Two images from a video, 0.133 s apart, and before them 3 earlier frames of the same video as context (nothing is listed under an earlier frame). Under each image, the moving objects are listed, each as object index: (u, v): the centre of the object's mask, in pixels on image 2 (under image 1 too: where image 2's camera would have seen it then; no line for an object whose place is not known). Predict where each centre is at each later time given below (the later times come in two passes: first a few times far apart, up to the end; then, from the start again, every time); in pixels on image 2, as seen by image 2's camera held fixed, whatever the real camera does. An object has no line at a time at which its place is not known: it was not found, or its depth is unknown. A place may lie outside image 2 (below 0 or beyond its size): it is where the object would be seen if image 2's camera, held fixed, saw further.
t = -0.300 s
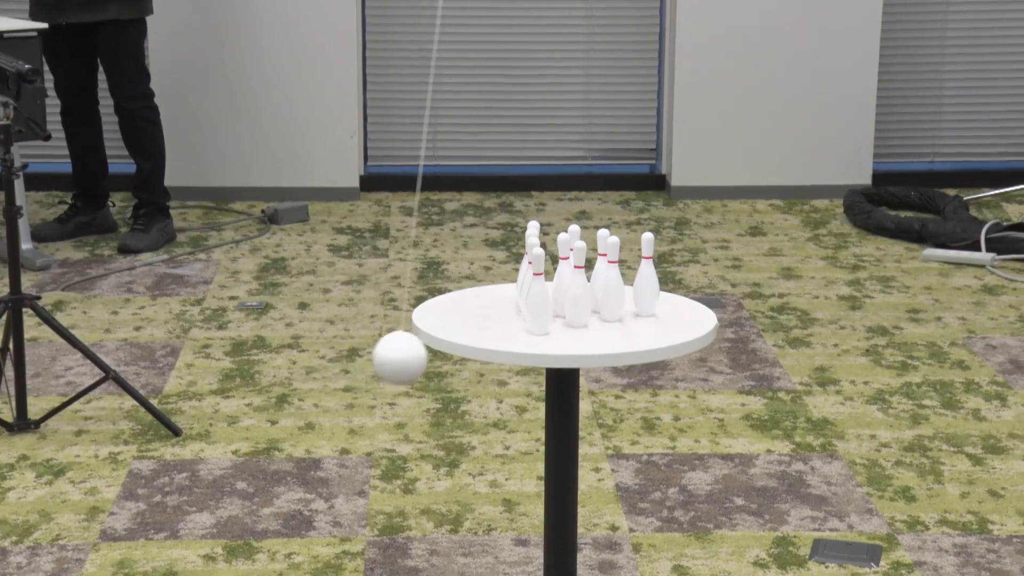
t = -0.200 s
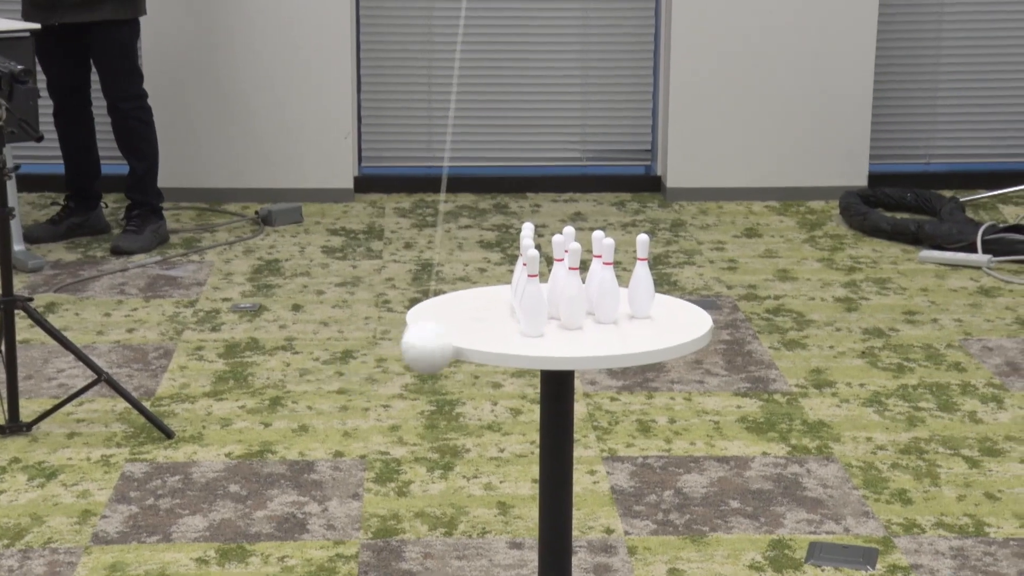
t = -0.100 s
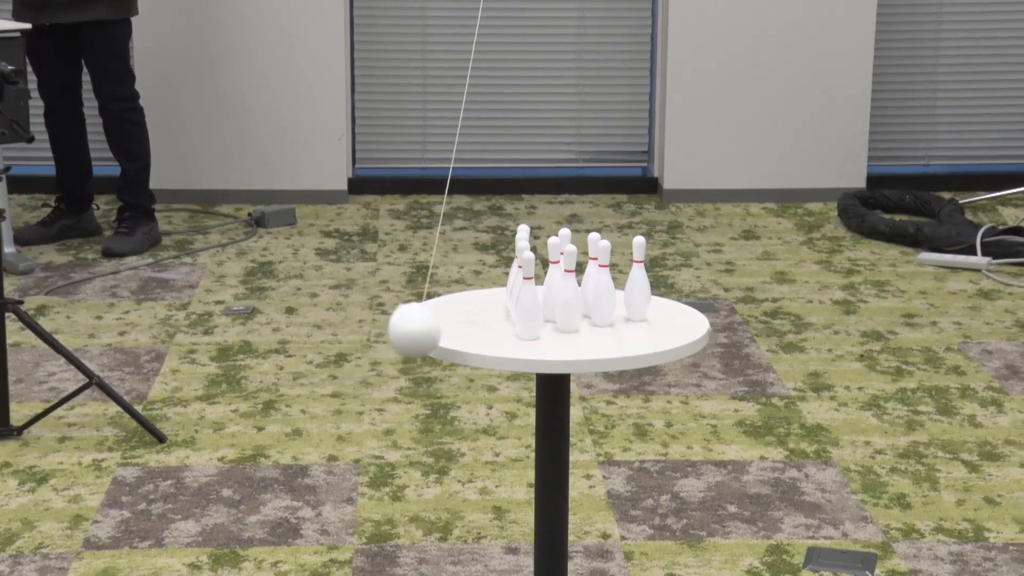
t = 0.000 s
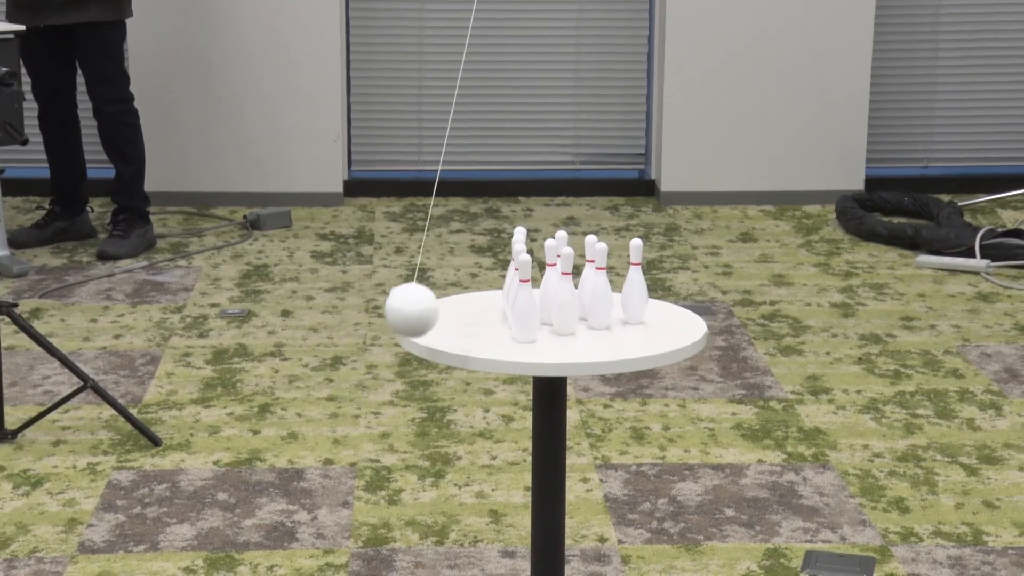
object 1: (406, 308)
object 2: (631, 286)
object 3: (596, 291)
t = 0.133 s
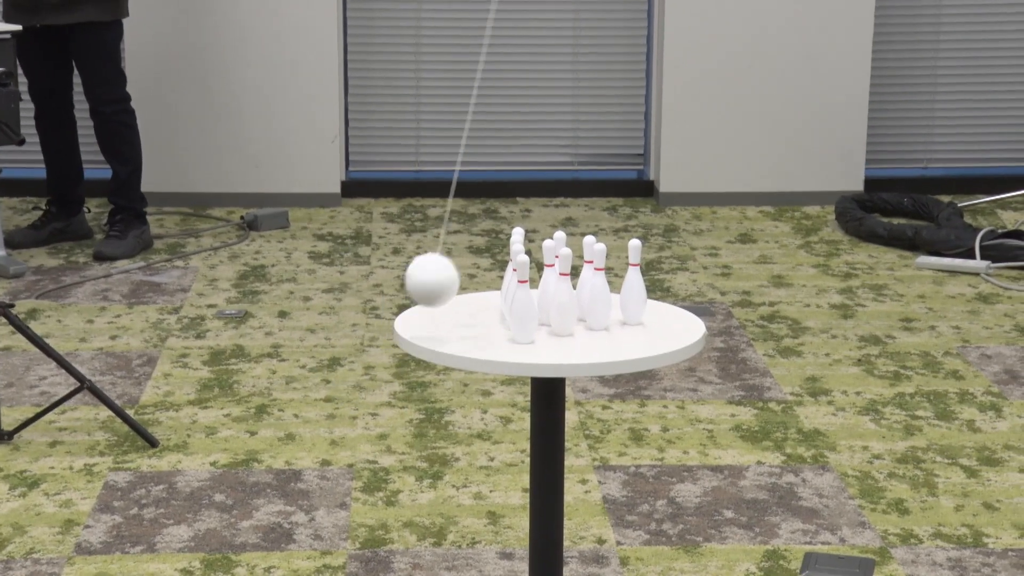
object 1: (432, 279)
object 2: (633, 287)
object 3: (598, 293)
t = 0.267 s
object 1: (479, 259)
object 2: (635, 287)
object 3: (600, 293)
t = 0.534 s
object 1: (519, 214)
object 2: (637, 288)
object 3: (617, 295)
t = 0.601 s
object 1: (535, 208)
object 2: (639, 288)
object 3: (625, 297)
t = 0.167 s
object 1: (441, 273)
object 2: (633, 288)
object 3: (598, 293)
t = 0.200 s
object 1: (452, 268)
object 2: (634, 288)
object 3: (599, 293)
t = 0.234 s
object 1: (465, 263)
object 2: (634, 288)
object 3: (599, 293)
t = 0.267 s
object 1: (479, 259)
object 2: (635, 287)
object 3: (600, 293)
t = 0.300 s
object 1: (488, 256)
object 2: (635, 288)
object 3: (600, 293)
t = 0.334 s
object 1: (495, 250)
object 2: (635, 289)
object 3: (600, 294)
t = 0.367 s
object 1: (498, 243)
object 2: (635, 288)
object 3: (600, 294)
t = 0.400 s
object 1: (503, 237)
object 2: (635, 288)
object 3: (600, 294)
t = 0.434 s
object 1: (506, 230)
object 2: (635, 289)
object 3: (600, 294)
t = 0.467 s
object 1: (510, 224)
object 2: (635, 289)
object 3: (607, 294)
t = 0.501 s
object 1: (513, 218)
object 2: (635, 288)
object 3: (613, 293)
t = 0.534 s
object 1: (519, 214)
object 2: (637, 288)
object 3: (617, 295)
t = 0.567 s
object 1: (526, 210)
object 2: (639, 292)
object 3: (620, 297)
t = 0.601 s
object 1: (535, 208)
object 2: (639, 288)
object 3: (625, 297)
